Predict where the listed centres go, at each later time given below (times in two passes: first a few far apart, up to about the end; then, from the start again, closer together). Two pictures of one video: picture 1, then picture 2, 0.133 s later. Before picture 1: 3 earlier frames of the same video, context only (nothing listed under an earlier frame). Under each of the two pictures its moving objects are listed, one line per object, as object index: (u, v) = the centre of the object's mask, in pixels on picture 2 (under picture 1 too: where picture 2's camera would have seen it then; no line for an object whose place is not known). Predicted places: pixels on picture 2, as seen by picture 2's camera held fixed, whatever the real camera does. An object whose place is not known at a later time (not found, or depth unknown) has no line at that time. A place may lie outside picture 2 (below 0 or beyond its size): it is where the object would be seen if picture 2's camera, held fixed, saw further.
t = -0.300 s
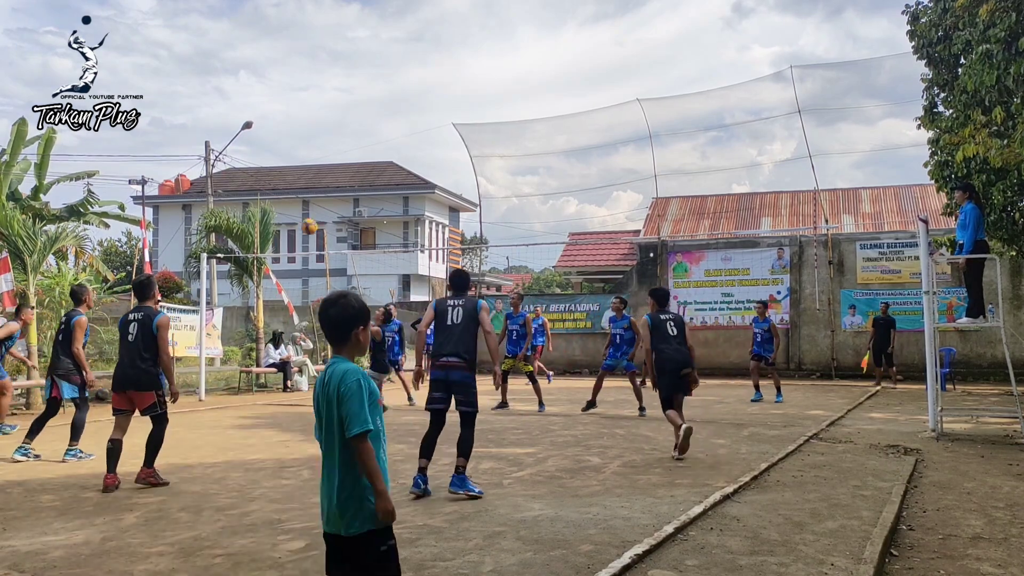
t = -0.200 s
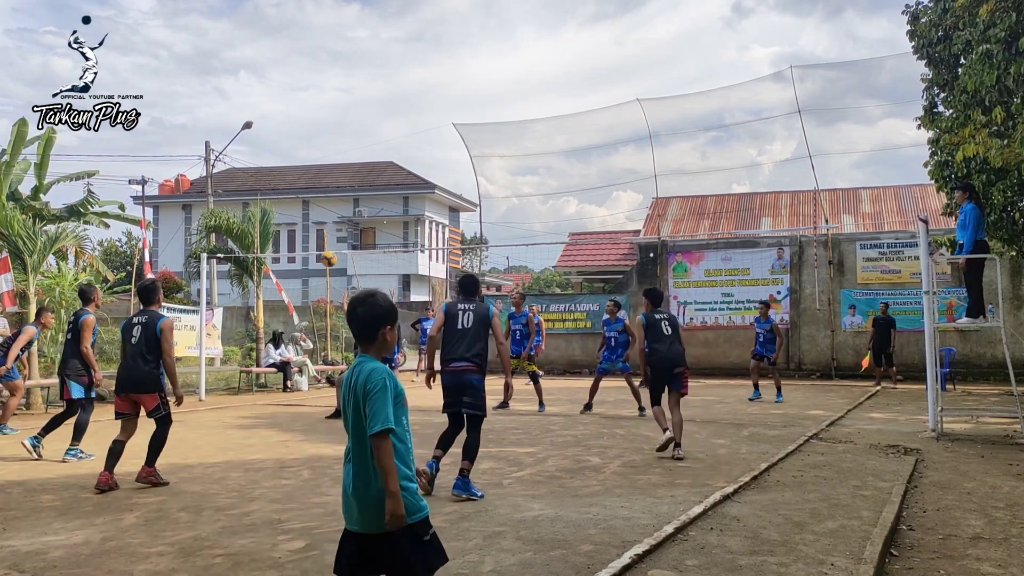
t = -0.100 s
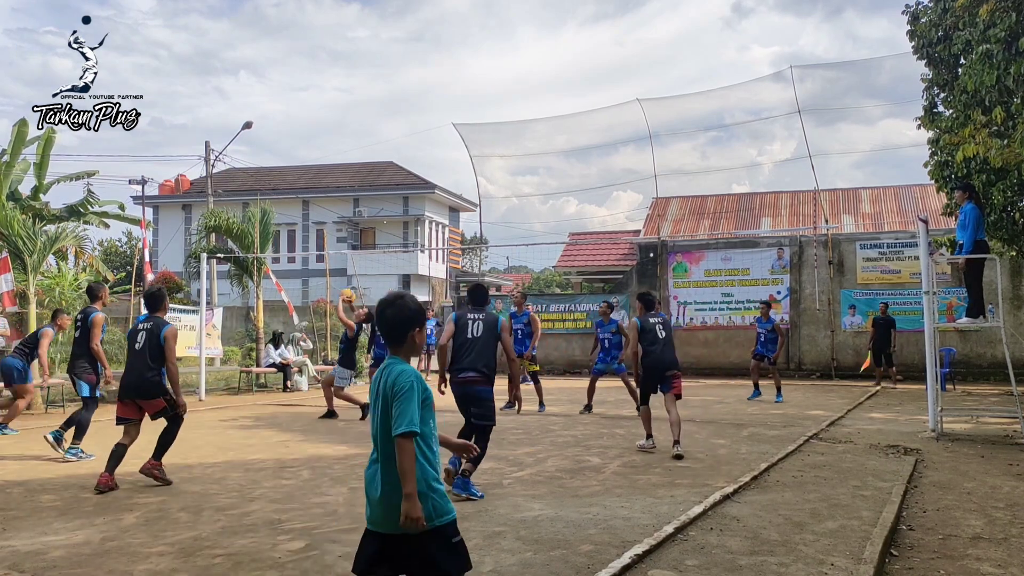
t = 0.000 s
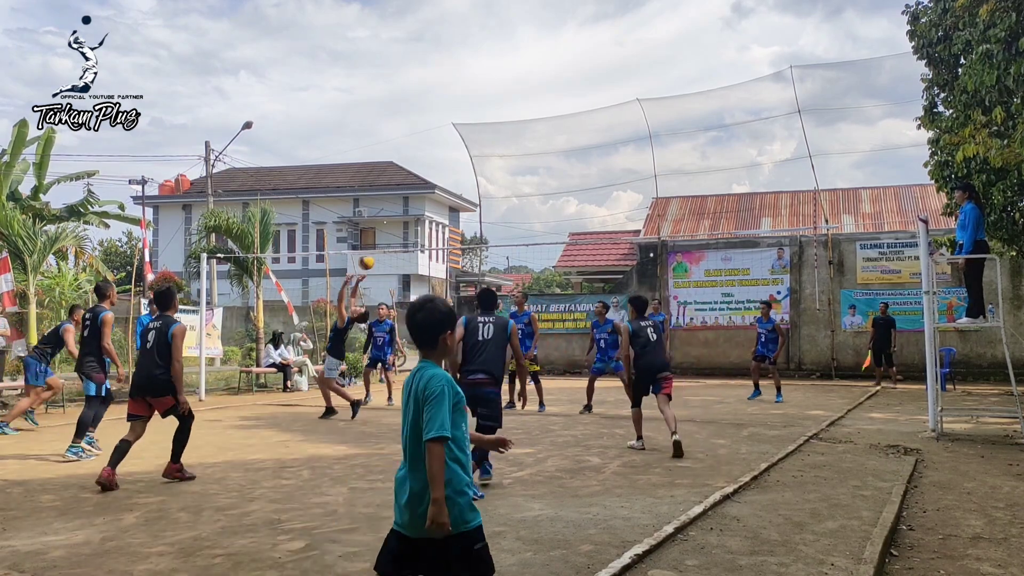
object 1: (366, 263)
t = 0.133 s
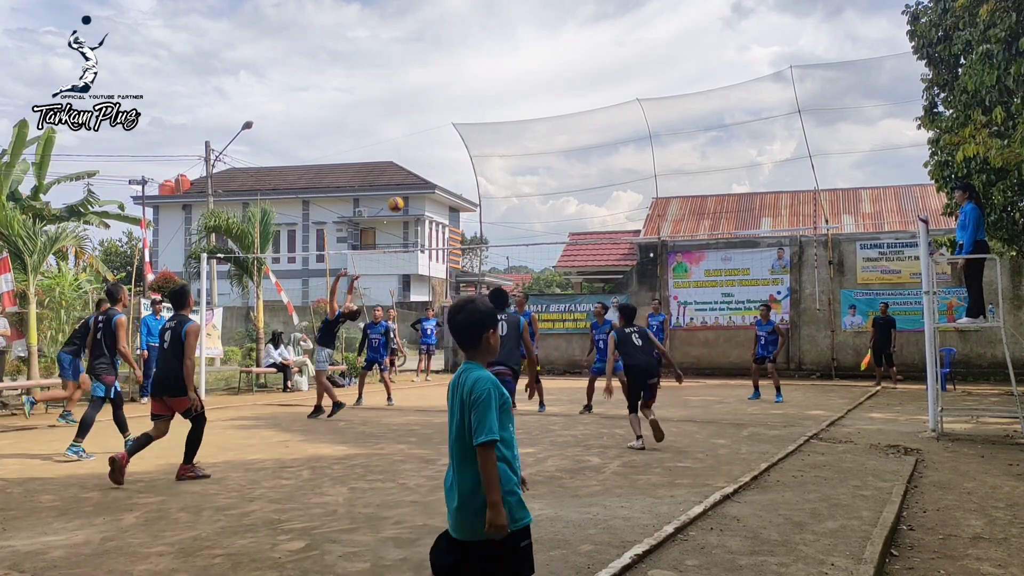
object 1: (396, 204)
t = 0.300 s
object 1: (432, 151)
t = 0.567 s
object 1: (491, 109)
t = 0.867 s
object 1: (558, 125)
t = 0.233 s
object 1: (417, 170)
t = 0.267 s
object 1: (425, 161)
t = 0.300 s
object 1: (432, 151)
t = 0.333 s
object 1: (439, 143)
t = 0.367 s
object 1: (447, 136)
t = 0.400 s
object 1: (454, 130)
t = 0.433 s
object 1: (461, 124)
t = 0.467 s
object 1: (469, 119)
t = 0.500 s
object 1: (476, 115)
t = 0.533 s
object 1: (484, 112)
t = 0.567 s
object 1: (491, 109)
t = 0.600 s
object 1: (498, 108)
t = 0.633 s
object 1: (506, 107)
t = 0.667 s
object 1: (513, 107)
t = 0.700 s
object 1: (520, 108)
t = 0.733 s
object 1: (528, 110)
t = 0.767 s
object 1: (535, 112)
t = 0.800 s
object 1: (543, 116)
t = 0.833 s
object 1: (550, 120)
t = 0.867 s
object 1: (558, 125)
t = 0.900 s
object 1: (565, 131)
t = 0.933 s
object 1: (572, 138)
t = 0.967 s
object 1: (580, 146)
